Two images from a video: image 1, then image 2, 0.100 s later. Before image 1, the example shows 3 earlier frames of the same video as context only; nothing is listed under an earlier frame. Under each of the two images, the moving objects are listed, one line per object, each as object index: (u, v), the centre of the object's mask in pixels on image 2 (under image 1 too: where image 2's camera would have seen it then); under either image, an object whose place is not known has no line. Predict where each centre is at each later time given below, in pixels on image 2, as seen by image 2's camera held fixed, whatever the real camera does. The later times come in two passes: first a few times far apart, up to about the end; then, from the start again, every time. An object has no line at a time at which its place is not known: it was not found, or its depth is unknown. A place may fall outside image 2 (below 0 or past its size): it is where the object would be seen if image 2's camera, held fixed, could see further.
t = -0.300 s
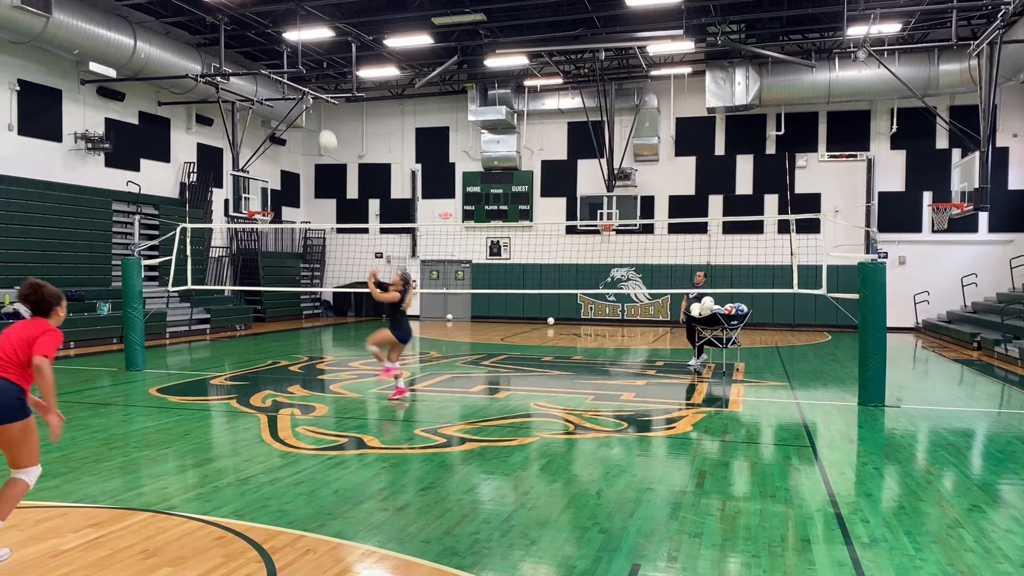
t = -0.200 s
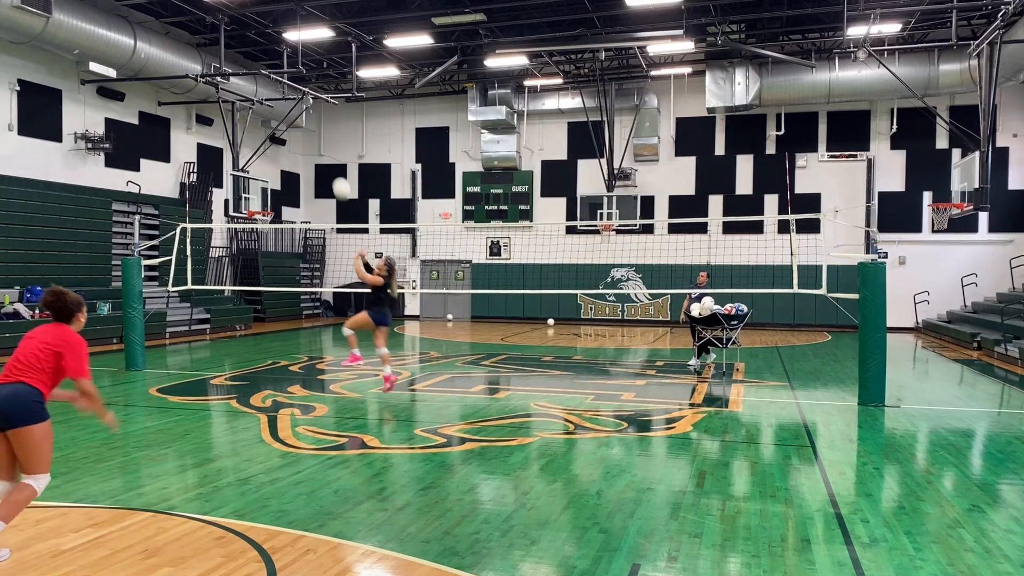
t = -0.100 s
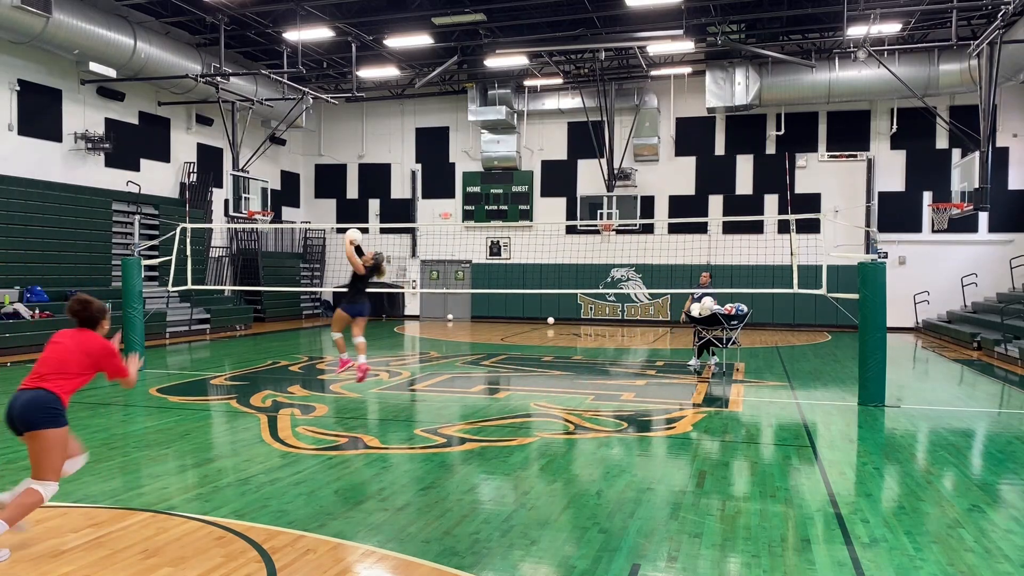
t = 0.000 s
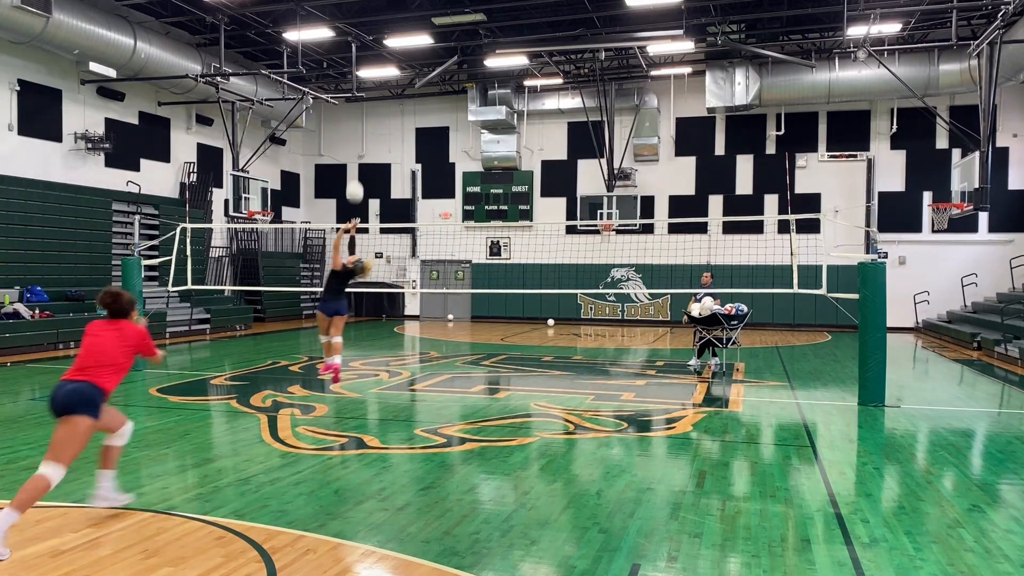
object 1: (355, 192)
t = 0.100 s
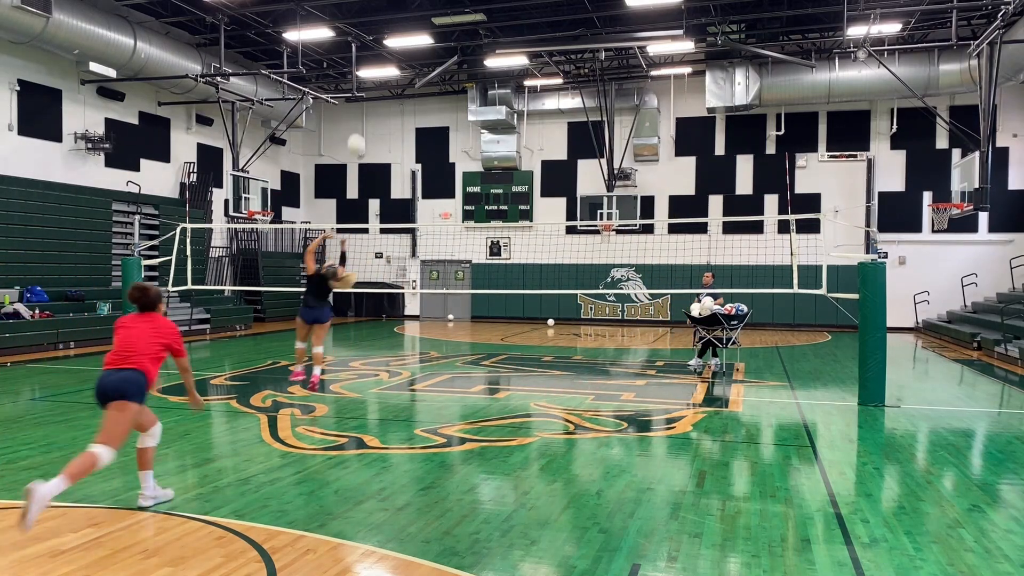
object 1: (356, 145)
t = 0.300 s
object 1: (359, 74)
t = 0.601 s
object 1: (362, 27)
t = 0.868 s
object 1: (366, 50)
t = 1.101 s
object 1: (369, 124)
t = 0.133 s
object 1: (357, 130)
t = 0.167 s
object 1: (357, 117)
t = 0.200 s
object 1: (358, 105)
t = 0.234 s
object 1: (358, 94)
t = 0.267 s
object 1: (358, 84)
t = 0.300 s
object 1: (359, 74)
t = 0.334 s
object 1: (359, 63)
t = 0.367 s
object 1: (360, 57)
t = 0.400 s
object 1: (360, 50)
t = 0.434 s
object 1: (360, 44)
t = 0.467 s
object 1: (361, 38)
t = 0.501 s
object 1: (361, 34)
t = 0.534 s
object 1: (361, 31)
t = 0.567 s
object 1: (362, 28)
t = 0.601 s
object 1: (362, 27)
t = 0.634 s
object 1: (363, 26)
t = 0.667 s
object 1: (363, 27)
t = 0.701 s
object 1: (363, 28)
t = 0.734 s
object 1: (364, 30)
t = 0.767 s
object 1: (364, 34)
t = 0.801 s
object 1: (365, 38)
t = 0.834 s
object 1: (365, 44)
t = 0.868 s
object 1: (366, 50)
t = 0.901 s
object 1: (366, 57)
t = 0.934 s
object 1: (366, 64)
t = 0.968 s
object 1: (367, 76)
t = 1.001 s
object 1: (367, 87)
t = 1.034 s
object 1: (368, 98)
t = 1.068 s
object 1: (368, 110)
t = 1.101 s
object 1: (369, 124)
